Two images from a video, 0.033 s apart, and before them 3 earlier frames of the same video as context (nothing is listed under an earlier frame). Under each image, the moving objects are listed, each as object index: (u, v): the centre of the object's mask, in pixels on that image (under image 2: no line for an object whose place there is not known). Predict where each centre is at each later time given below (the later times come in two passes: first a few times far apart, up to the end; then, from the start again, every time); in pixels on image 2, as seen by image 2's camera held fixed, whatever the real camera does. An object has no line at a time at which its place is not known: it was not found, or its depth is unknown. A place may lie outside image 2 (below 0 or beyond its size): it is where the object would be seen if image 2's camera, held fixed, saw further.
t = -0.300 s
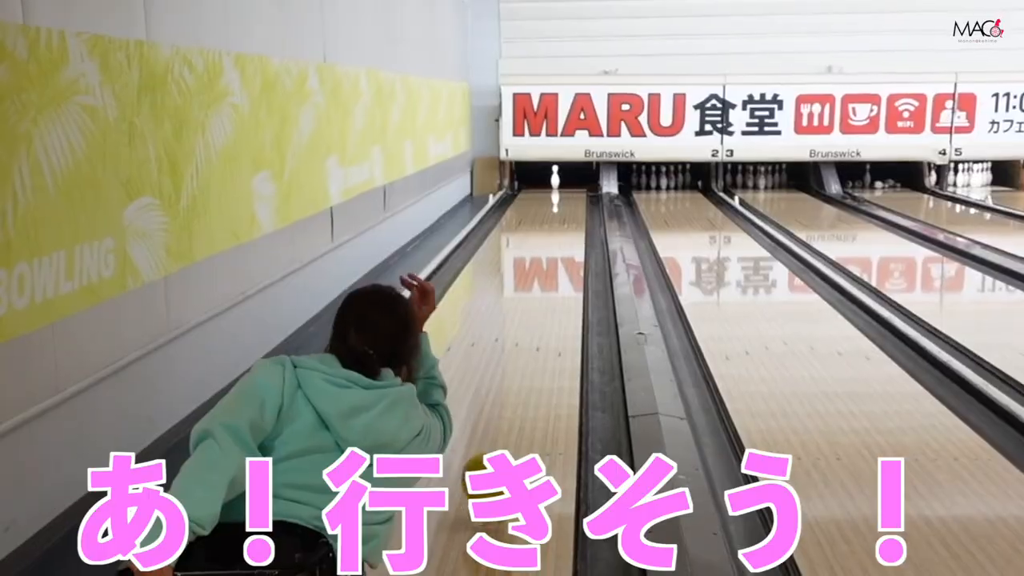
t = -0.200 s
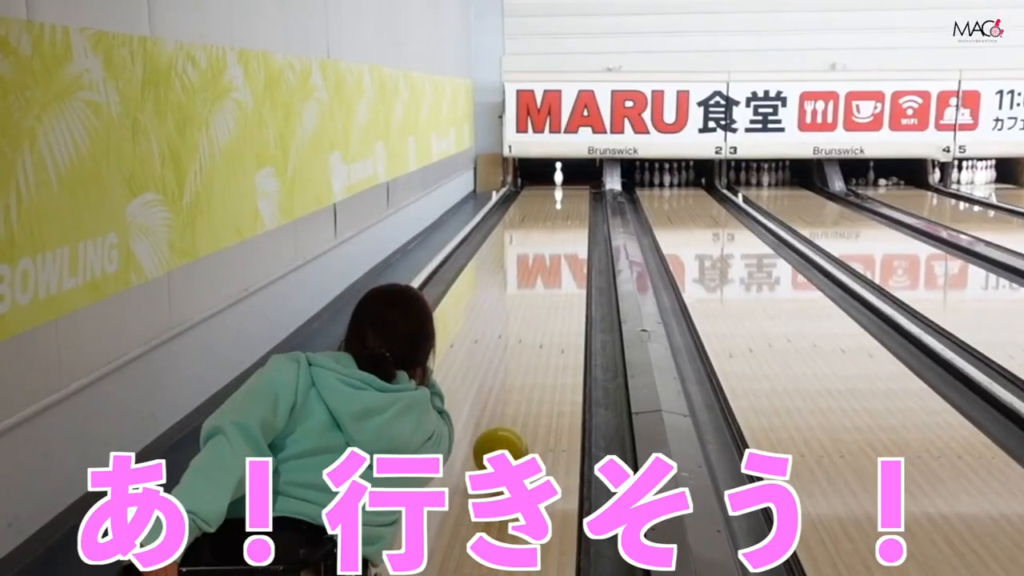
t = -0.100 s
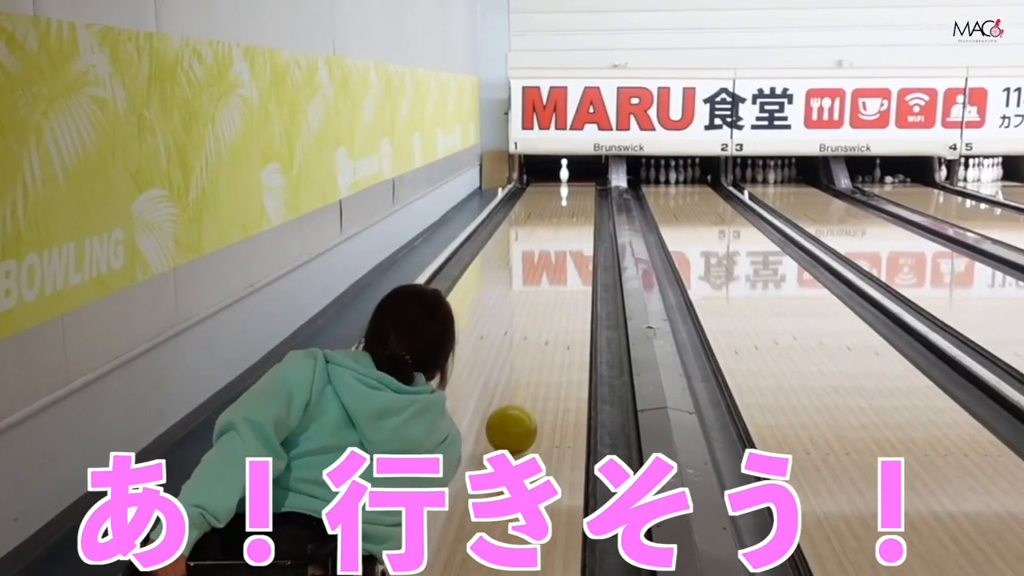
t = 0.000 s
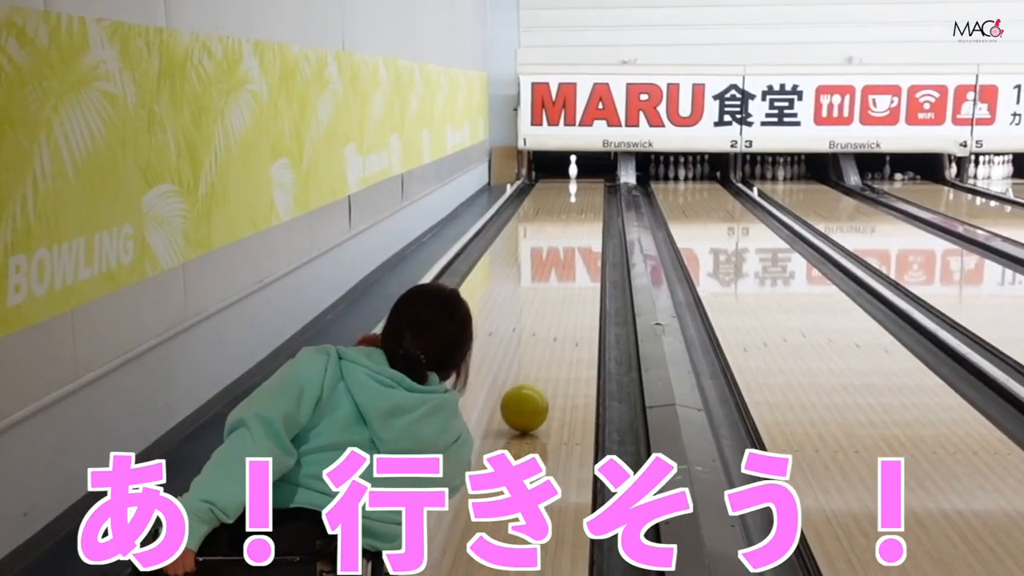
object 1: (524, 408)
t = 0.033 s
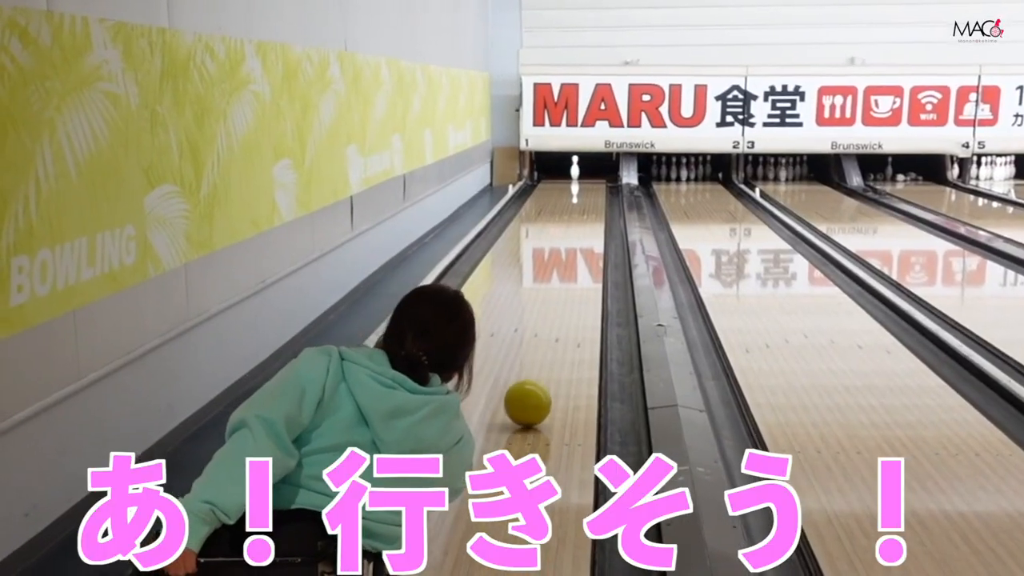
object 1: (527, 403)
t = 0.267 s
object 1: (537, 365)
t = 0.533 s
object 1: (546, 332)
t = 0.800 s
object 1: (552, 307)
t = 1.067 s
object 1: (557, 287)
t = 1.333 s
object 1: (560, 270)
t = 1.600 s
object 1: (562, 255)
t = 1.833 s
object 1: (564, 245)
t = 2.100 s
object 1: (567, 234)
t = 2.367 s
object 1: (569, 227)
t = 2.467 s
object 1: (571, 224)
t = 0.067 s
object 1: (529, 397)
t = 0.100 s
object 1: (531, 391)
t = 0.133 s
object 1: (532, 385)
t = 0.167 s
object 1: (534, 380)
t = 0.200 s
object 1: (535, 375)
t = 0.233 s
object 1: (536, 370)
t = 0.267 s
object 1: (537, 365)
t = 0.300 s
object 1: (539, 361)
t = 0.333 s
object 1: (540, 356)
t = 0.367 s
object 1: (541, 352)
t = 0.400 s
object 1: (542, 348)
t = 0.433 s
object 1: (543, 344)
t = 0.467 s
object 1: (544, 340)
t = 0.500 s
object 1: (545, 336)
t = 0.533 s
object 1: (546, 332)
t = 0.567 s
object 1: (546, 329)
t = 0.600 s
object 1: (547, 325)
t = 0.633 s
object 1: (548, 322)
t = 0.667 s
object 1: (549, 318)
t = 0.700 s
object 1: (549, 315)
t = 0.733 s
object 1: (550, 313)
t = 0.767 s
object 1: (551, 310)
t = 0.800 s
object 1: (552, 307)
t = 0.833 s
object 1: (552, 304)
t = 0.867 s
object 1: (553, 301)
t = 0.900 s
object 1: (554, 299)
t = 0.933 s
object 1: (555, 296)
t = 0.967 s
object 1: (556, 294)
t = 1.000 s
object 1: (556, 291)
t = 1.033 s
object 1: (557, 289)
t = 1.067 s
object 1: (557, 287)
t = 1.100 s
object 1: (558, 284)
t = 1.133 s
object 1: (558, 282)
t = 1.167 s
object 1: (558, 280)
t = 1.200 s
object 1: (559, 278)
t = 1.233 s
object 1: (559, 275)
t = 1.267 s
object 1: (560, 272)
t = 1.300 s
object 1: (560, 271)
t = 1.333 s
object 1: (560, 270)
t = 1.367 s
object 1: (561, 268)
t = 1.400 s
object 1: (561, 266)
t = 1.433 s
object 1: (561, 264)
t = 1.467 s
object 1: (561, 262)
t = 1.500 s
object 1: (561, 261)
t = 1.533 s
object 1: (562, 259)
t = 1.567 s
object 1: (562, 257)
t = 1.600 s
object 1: (562, 255)
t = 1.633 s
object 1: (563, 254)
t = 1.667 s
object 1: (563, 252)
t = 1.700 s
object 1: (563, 251)
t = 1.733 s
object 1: (564, 249)
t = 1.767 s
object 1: (564, 247)
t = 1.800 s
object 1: (564, 246)
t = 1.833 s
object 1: (564, 245)
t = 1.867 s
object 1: (565, 243)
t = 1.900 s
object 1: (565, 242)
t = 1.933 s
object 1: (565, 241)
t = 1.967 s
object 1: (566, 240)
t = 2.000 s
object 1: (566, 239)
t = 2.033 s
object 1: (566, 238)
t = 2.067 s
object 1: (566, 236)
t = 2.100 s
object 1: (567, 234)
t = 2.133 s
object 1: (567, 234)
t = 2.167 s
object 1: (567, 233)
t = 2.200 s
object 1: (568, 232)
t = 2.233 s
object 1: (568, 231)
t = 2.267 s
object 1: (569, 229)
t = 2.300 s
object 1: (569, 229)
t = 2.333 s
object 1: (569, 228)
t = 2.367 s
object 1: (569, 227)
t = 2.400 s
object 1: (570, 226)
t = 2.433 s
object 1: (570, 225)
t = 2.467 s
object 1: (571, 224)
